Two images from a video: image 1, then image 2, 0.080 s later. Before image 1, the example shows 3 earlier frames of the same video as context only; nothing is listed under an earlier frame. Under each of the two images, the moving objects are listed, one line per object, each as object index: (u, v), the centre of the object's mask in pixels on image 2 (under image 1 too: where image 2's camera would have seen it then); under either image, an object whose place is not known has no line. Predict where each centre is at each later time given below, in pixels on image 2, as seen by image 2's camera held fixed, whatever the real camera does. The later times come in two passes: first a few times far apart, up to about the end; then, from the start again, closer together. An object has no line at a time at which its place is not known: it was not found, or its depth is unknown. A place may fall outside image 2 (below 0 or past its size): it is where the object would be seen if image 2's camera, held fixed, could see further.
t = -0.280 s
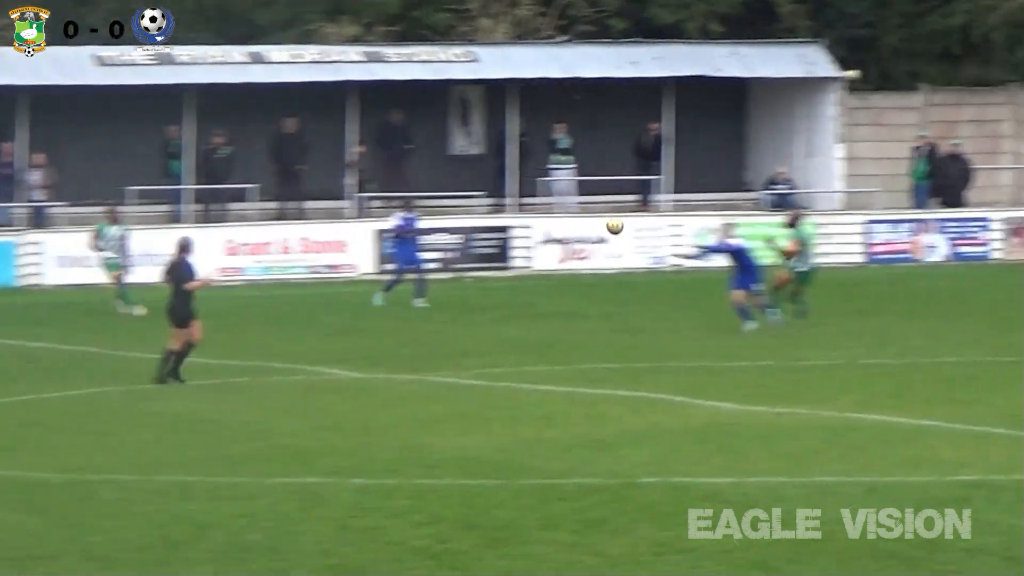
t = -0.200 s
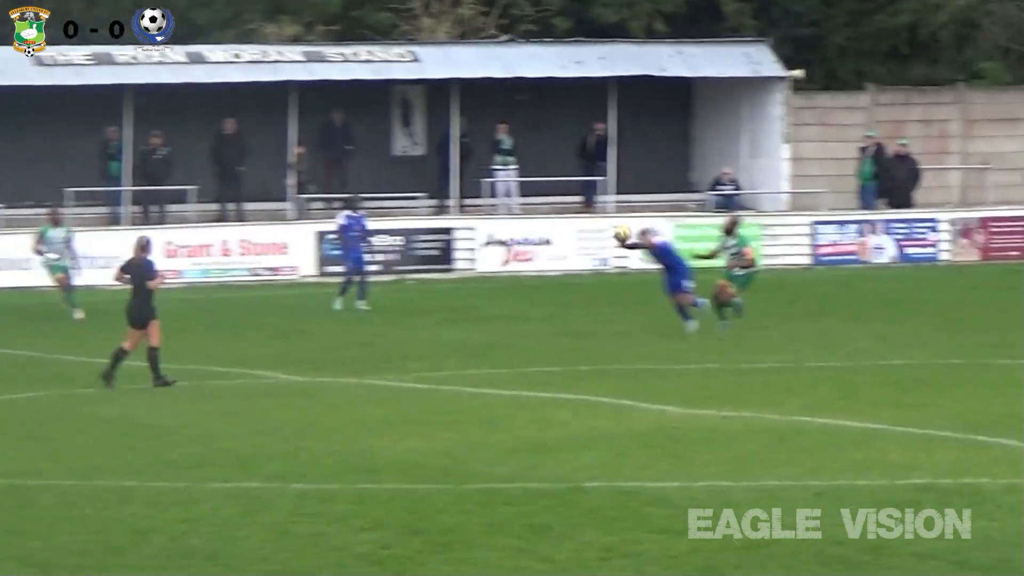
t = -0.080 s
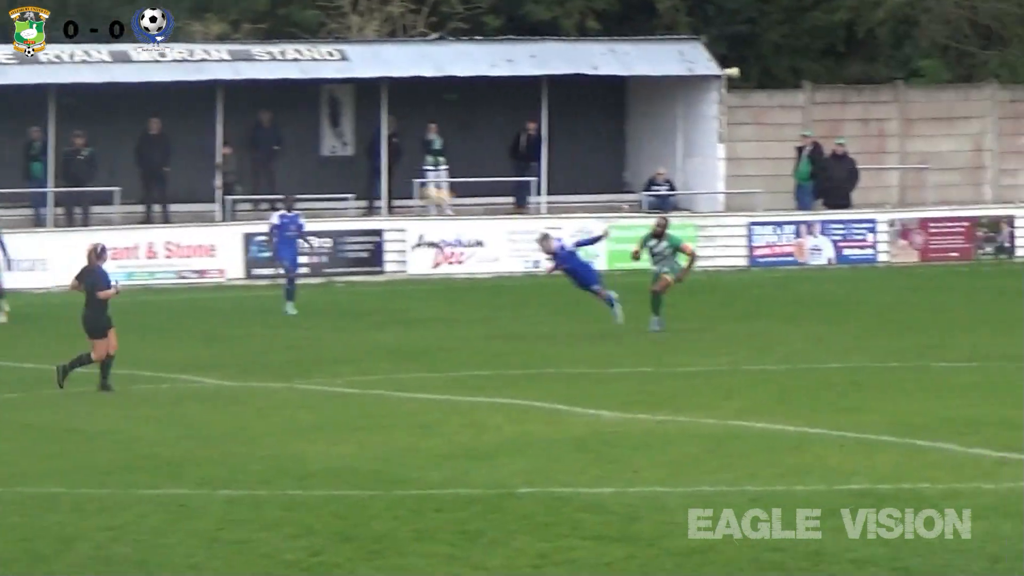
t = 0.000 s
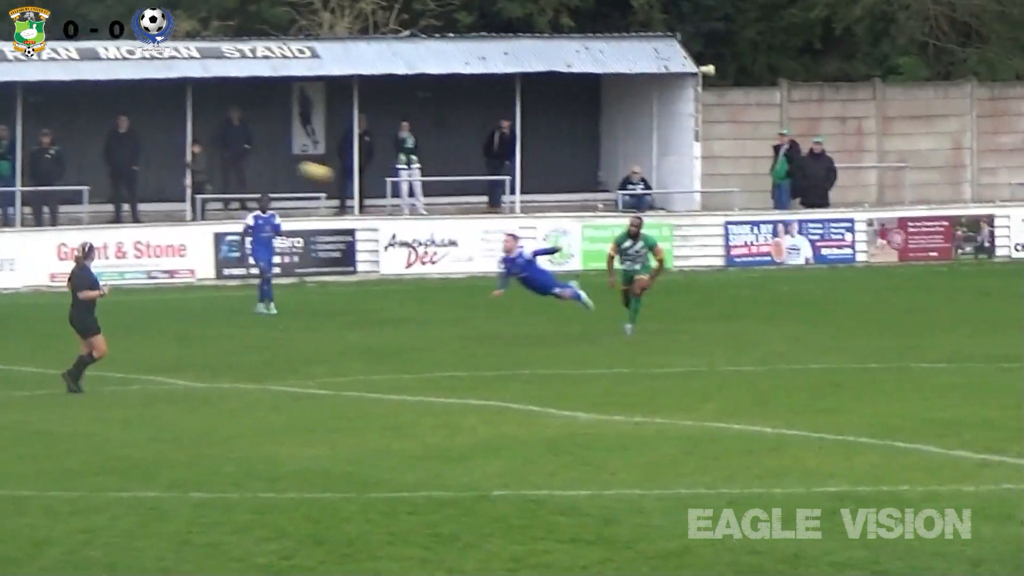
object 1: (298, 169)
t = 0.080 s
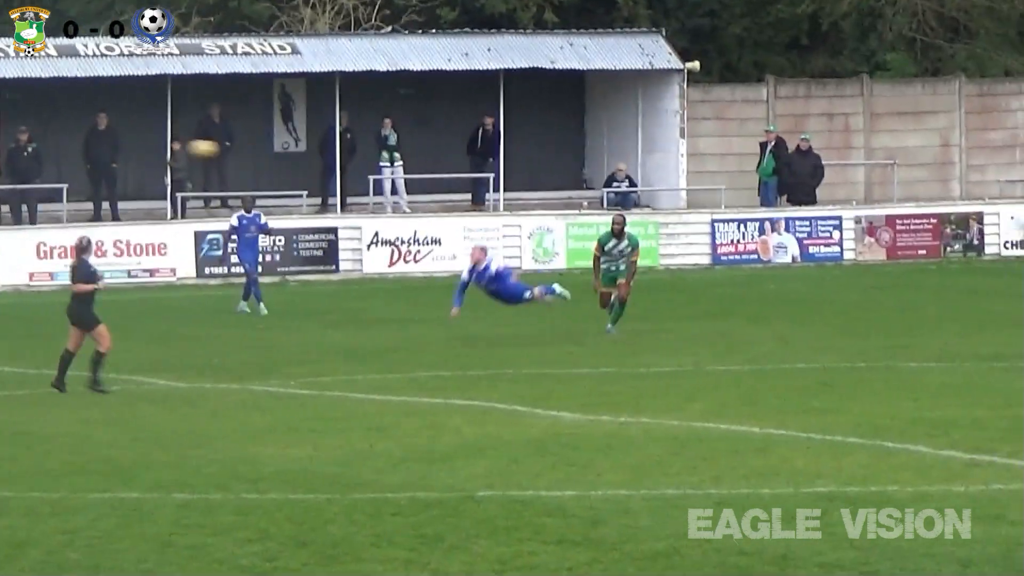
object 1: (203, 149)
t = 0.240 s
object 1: (13, 118)
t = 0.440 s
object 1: (-251, 89)
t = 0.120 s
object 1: (153, 140)
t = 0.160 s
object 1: (108, 132)
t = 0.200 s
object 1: (61, 125)
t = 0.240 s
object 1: (13, 118)
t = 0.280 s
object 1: (-36, 111)
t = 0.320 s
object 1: (-86, 105)
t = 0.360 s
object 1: (-136, 100)
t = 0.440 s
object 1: (-251, 89)
